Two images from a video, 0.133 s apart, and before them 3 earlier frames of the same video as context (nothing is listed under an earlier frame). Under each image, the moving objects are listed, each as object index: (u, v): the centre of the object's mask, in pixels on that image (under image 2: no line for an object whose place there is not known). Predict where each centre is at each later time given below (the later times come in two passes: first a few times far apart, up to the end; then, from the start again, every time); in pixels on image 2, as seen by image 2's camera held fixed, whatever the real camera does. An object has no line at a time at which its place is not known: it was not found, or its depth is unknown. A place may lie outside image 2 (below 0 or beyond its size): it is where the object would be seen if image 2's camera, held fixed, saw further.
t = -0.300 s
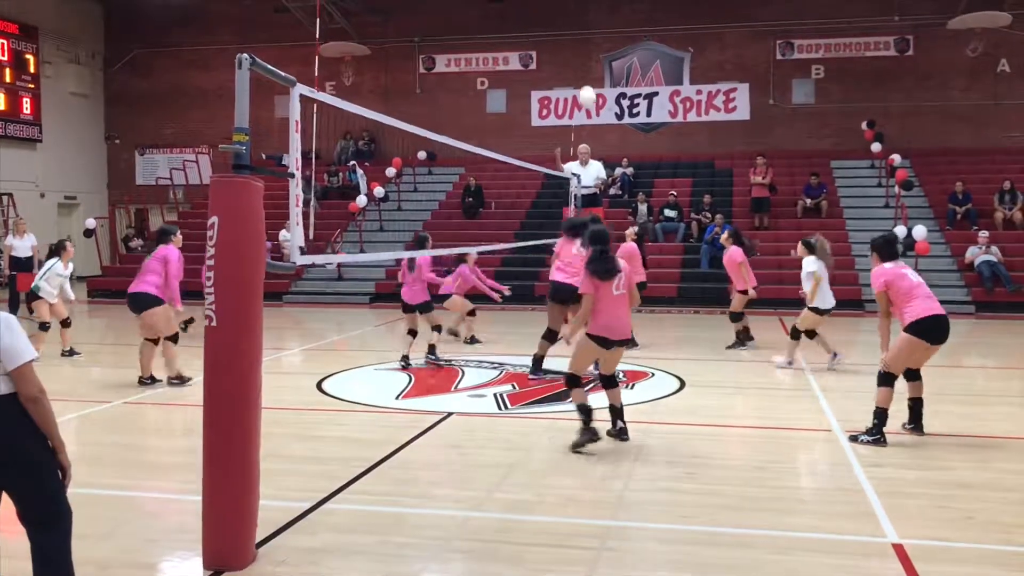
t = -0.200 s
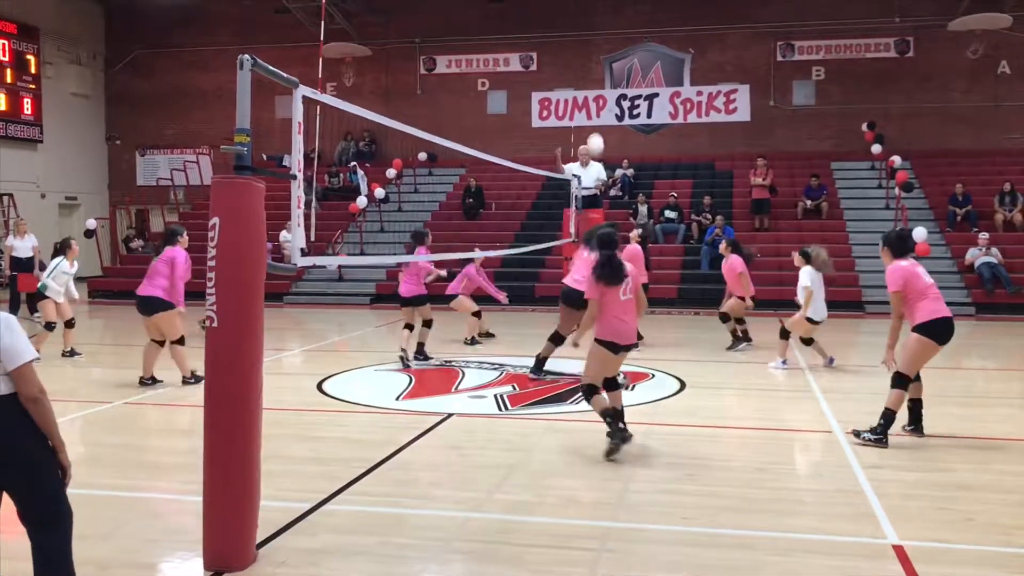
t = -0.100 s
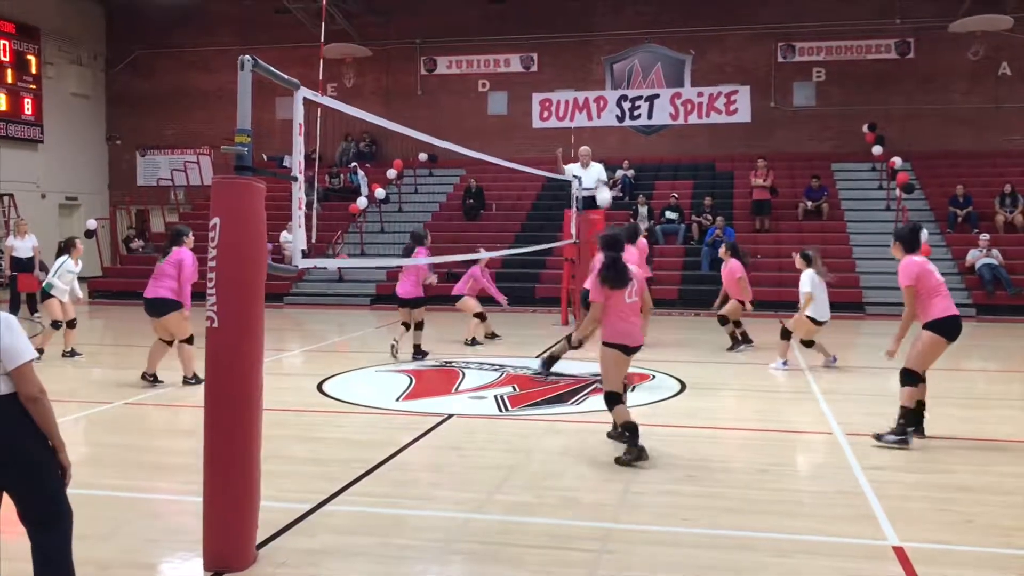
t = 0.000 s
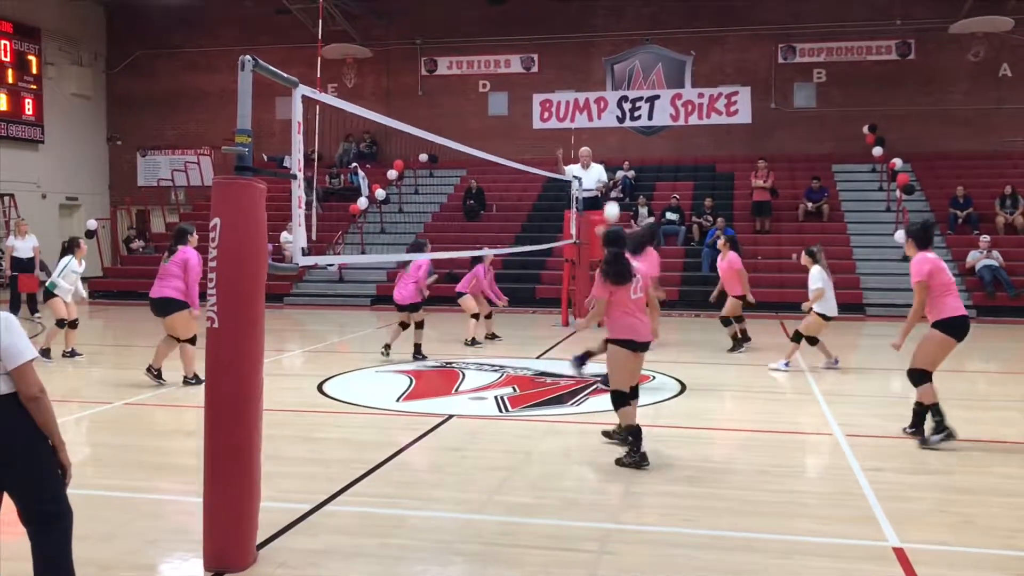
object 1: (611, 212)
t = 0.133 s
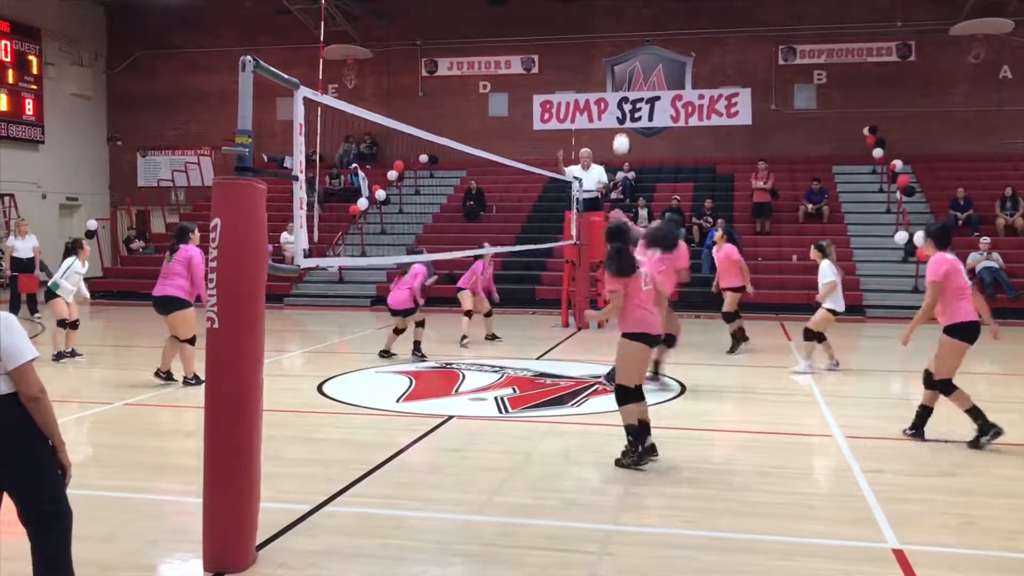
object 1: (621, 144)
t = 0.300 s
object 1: (632, 76)
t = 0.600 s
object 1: (653, 11)
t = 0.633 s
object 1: (655, 8)
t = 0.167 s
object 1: (623, 129)
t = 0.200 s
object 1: (625, 115)
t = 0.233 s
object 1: (627, 101)
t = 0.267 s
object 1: (630, 88)
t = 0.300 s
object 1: (632, 76)
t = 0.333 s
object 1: (635, 66)
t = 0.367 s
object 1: (637, 56)
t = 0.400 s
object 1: (639, 47)
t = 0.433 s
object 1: (641, 39)
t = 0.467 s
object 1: (644, 32)
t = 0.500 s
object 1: (646, 25)
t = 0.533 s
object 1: (648, 20)
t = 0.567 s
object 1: (651, 15)
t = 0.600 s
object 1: (653, 11)
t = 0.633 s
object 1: (655, 8)
